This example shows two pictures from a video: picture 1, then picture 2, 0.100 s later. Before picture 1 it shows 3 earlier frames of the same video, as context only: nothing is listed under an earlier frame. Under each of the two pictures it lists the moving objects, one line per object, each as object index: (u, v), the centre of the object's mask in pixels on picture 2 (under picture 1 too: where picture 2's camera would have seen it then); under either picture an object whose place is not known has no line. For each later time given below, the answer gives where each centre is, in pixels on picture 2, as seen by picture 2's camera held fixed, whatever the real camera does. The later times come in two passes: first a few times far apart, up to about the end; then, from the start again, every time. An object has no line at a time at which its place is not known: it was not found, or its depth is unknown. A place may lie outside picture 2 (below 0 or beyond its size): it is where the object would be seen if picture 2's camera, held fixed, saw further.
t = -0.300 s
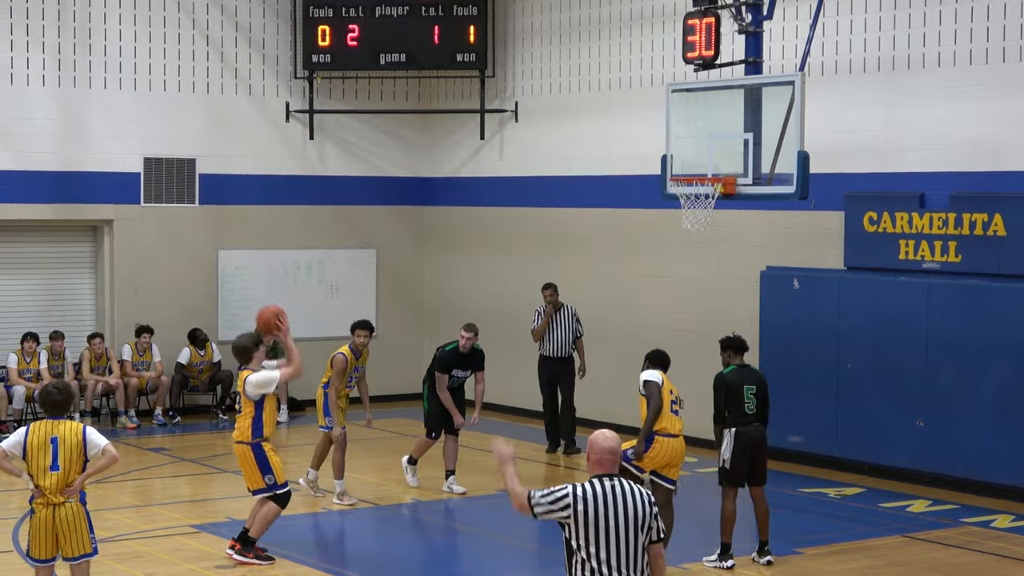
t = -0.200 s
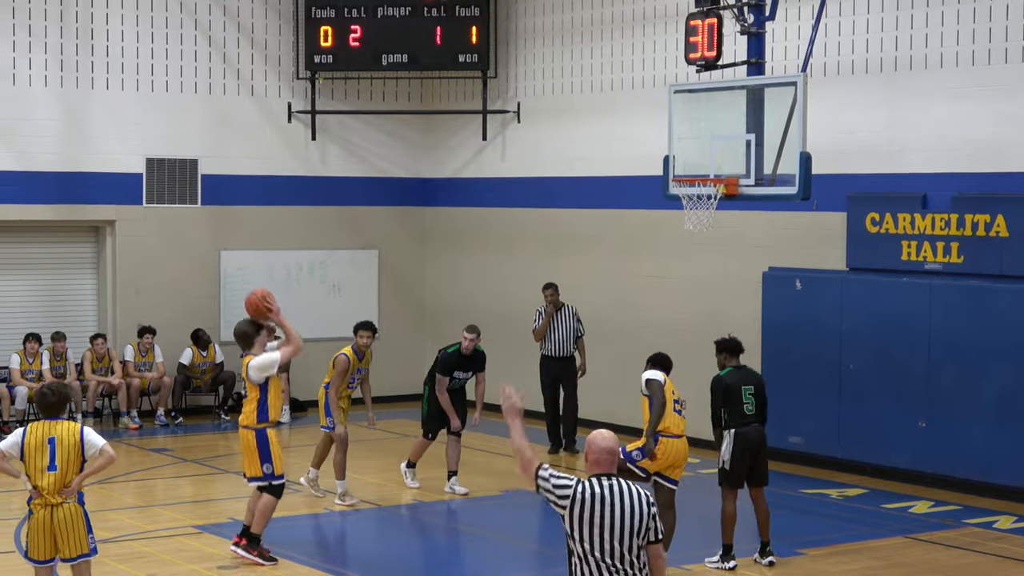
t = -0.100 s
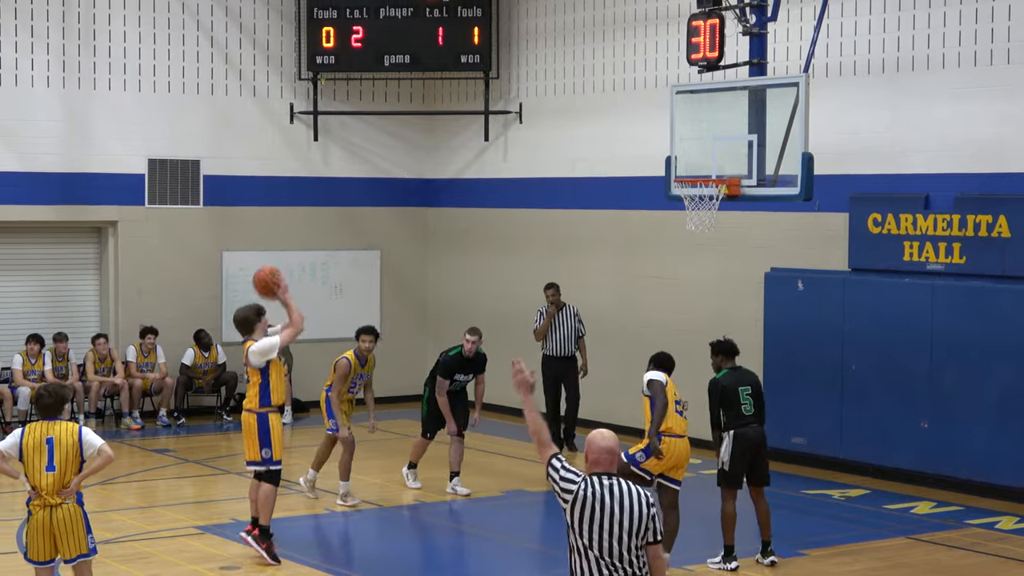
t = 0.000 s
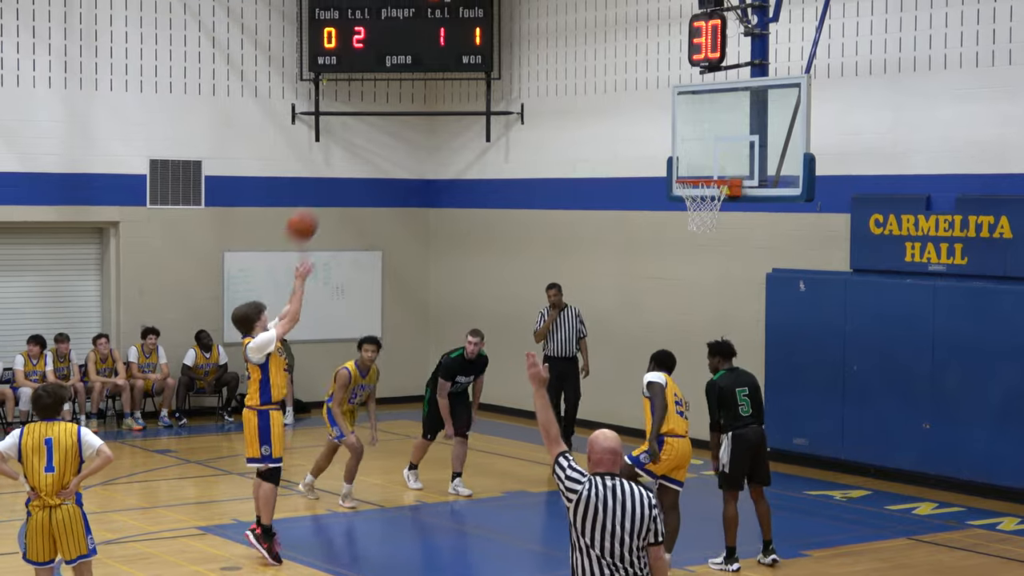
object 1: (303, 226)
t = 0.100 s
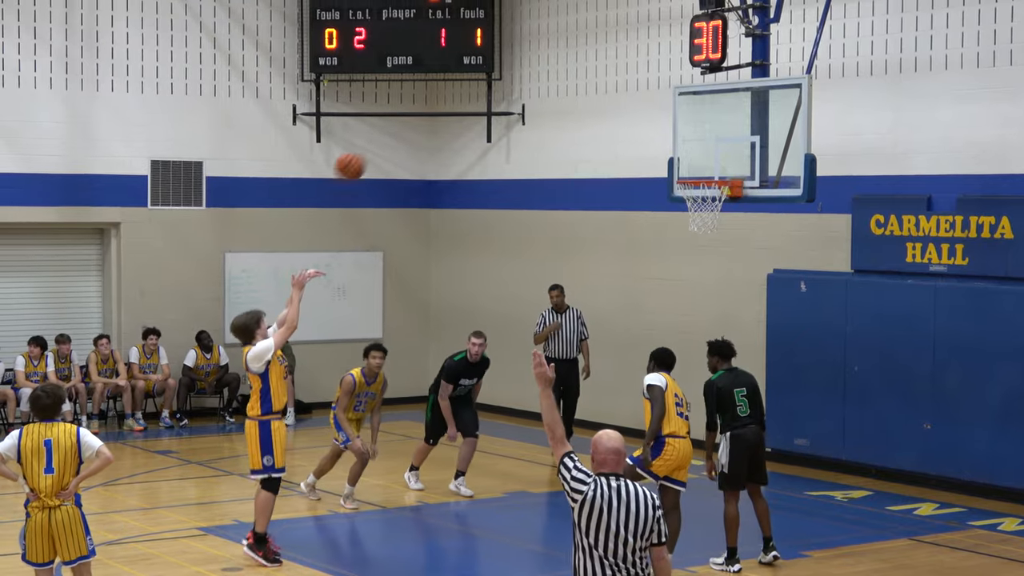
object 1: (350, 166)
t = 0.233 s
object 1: (410, 108)
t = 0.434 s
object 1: (497, 63)
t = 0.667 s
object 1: (590, 70)
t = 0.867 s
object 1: (664, 123)
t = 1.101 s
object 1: (697, 198)
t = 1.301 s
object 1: (689, 215)
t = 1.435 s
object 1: (688, 242)
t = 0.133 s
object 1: (365, 149)
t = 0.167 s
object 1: (381, 134)
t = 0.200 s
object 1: (396, 120)
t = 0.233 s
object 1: (410, 108)
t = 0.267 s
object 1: (425, 97)
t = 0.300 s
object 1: (440, 87)
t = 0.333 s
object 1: (455, 78)
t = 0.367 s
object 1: (469, 73)
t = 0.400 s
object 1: (483, 67)
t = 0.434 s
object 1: (497, 63)
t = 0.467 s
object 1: (510, 60)
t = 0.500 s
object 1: (524, 59)
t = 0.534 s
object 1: (538, 59)
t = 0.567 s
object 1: (551, 59)
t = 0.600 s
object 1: (564, 62)
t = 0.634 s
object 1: (577, 65)
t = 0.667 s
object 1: (590, 70)
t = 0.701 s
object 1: (603, 76)
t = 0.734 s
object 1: (615, 84)
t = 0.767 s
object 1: (628, 92)
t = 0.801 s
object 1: (640, 101)
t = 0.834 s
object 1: (652, 111)
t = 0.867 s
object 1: (664, 123)
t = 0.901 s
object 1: (675, 136)
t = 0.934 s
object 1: (687, 149)
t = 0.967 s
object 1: (699, 164)
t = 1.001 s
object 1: (709, 177)
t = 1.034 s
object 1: (704, 186)
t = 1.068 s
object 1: (700, 194)
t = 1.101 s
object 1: (697, 198)
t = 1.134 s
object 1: (694, 201)
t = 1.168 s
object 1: (692, 203)
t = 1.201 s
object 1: (691, 206)
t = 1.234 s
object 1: (690, 208)
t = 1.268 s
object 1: (688, 211)
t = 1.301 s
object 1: (689, 215)
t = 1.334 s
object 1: (689, 218)
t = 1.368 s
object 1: (687, 231)
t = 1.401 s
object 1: (688, 235)
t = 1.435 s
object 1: (688, 242)
